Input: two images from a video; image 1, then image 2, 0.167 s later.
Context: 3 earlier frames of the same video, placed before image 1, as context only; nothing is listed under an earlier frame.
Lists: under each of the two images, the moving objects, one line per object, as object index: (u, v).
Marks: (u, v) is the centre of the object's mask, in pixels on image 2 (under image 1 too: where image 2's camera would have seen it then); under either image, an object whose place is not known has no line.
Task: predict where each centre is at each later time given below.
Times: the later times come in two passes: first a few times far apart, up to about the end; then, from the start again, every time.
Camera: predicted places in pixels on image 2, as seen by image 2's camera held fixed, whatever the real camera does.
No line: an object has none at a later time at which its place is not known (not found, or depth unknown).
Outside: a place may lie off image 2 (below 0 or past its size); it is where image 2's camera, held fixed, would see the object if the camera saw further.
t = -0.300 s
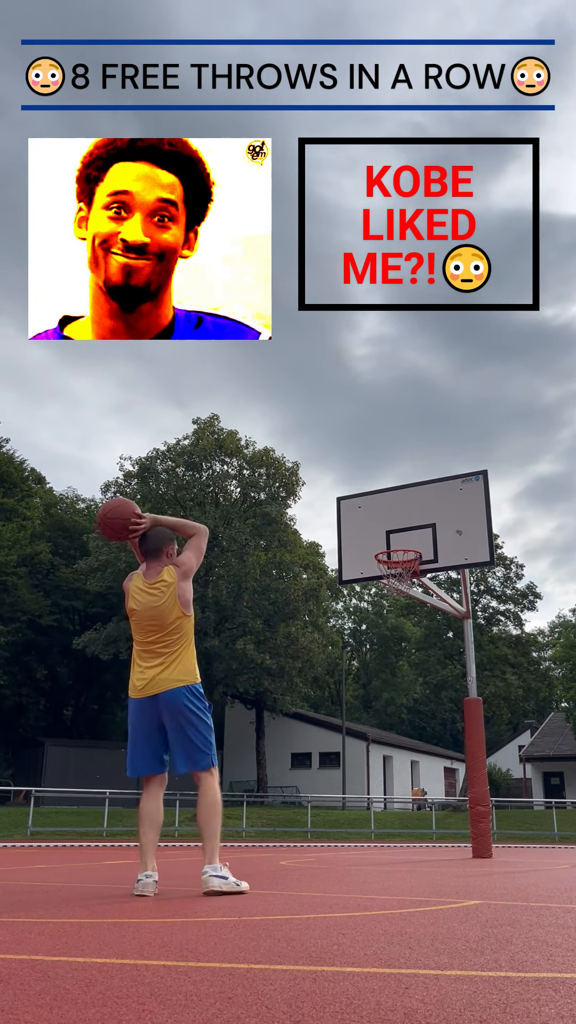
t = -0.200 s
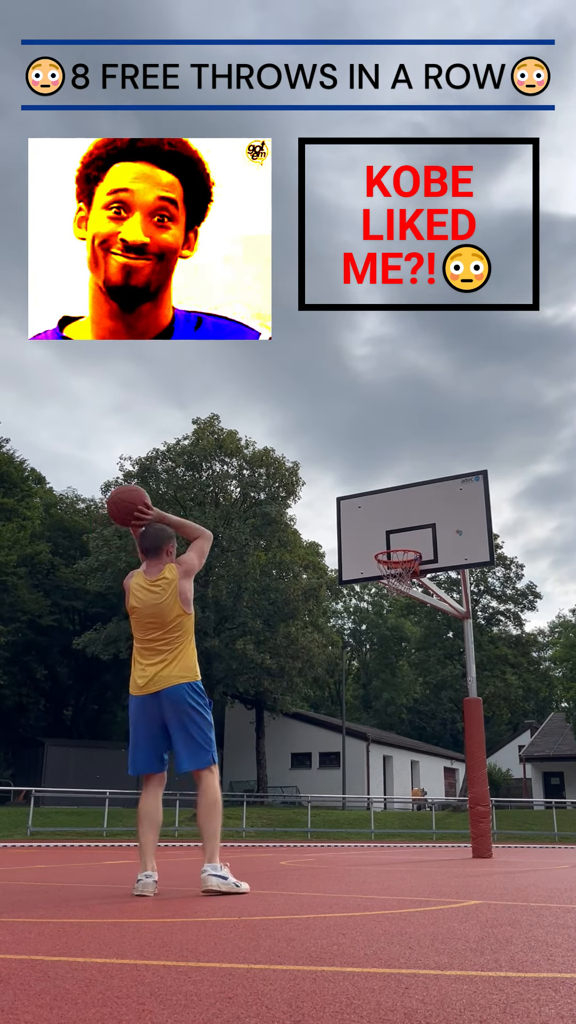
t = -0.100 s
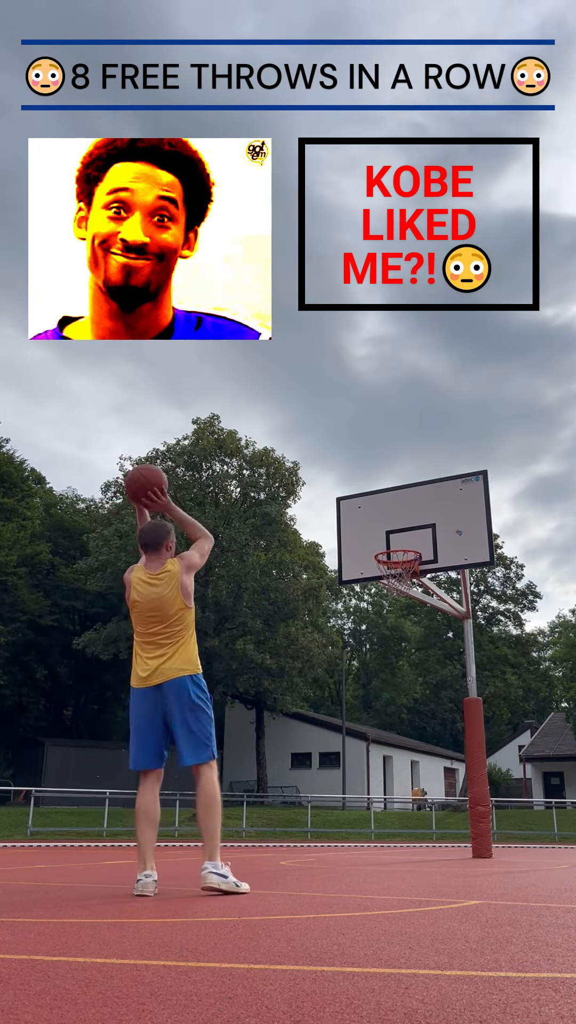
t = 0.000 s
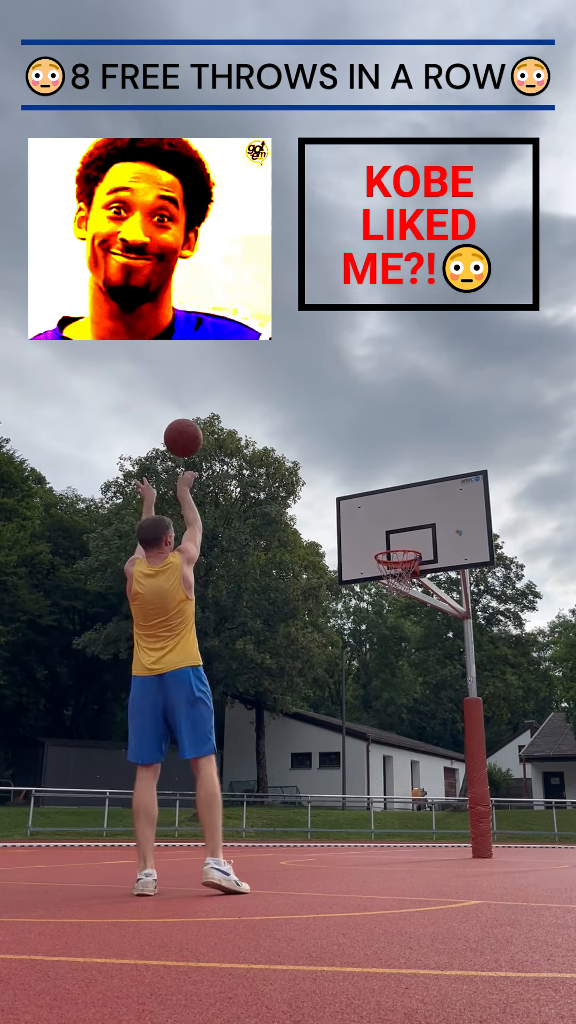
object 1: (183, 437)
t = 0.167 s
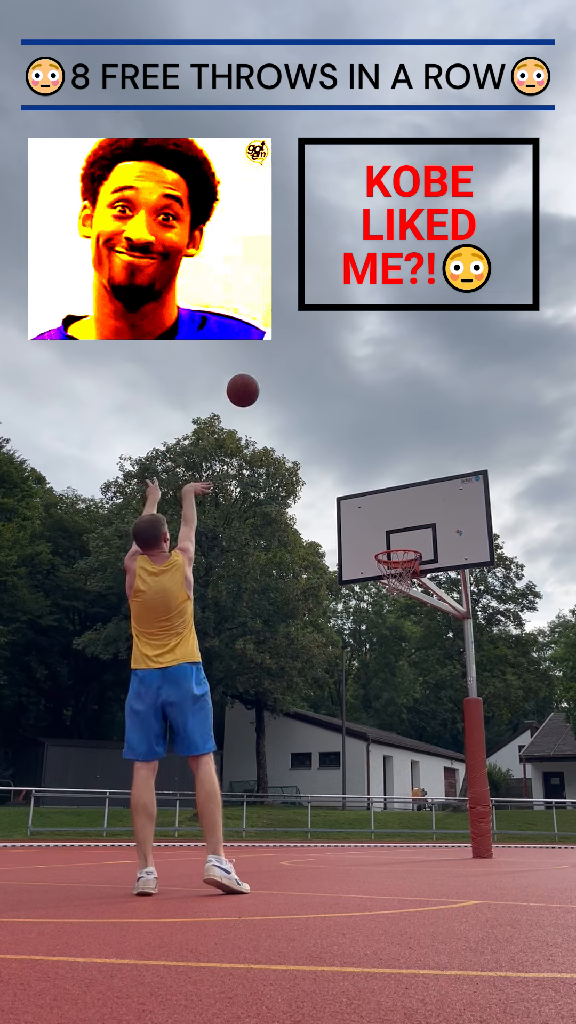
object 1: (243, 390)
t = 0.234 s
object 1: (262, 384)
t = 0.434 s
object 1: (308, 395)
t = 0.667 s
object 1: (350, 451)
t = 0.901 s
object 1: (384, 541)
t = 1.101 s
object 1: (412, 576)
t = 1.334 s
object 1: (432, 602)
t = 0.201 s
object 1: (252, 386)
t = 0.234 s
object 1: (262, 384)
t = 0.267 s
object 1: (270, 383)
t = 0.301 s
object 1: (279, 383)
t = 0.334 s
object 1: (287, 384)
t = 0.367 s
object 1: (294, 387)
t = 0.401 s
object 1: (302, 390)
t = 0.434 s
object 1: (308, 395)
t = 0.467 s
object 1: (315, 400)
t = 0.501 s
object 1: (321, 407)
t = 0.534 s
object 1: (328, 414)
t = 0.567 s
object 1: (334, 422)
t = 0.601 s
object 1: (339, 431)
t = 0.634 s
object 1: (345, 440)
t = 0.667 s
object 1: (350, 451)
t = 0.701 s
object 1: (356, 462)
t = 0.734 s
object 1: (361, 473)
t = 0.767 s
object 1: (365, 486)
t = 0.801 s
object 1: (370, 499)
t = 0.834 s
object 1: (375, 513)
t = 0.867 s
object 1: (380, 527)
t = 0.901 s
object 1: (384, 541)
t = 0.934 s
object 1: (389, 558)
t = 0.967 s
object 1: (395, 568)
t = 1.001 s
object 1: (401, 584)
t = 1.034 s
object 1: (406, 578)
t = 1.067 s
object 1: (408, 577)
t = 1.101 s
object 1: (412, 576)
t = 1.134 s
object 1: (414, 577)
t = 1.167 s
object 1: (418, 579)
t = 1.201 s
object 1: (421, 581)
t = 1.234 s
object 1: (423, 584)
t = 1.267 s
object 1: (426, 589)
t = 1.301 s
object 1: (429, 594)
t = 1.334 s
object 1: (432, 602)
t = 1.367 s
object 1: (435, 610)
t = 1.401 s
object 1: (438, 619)
